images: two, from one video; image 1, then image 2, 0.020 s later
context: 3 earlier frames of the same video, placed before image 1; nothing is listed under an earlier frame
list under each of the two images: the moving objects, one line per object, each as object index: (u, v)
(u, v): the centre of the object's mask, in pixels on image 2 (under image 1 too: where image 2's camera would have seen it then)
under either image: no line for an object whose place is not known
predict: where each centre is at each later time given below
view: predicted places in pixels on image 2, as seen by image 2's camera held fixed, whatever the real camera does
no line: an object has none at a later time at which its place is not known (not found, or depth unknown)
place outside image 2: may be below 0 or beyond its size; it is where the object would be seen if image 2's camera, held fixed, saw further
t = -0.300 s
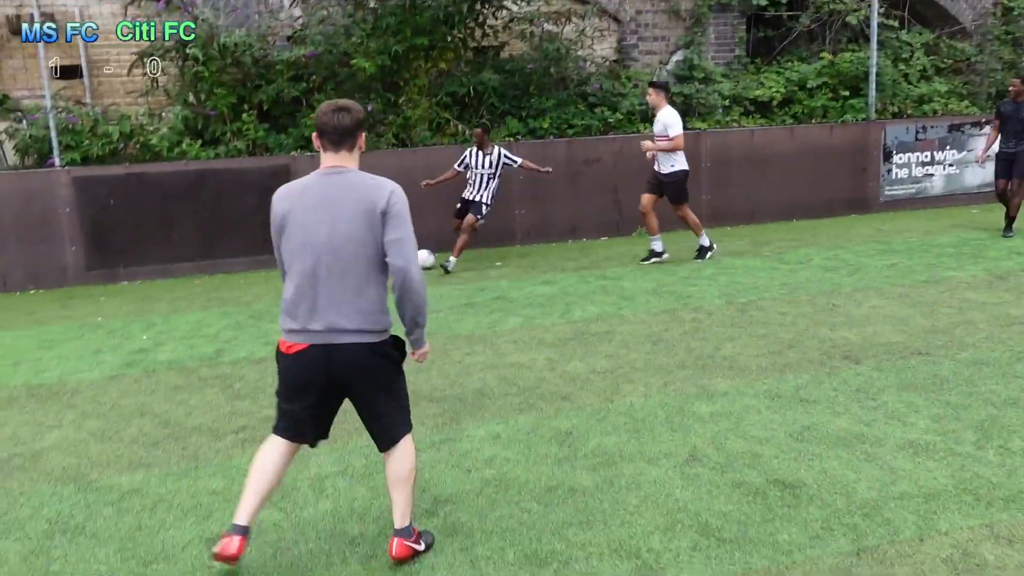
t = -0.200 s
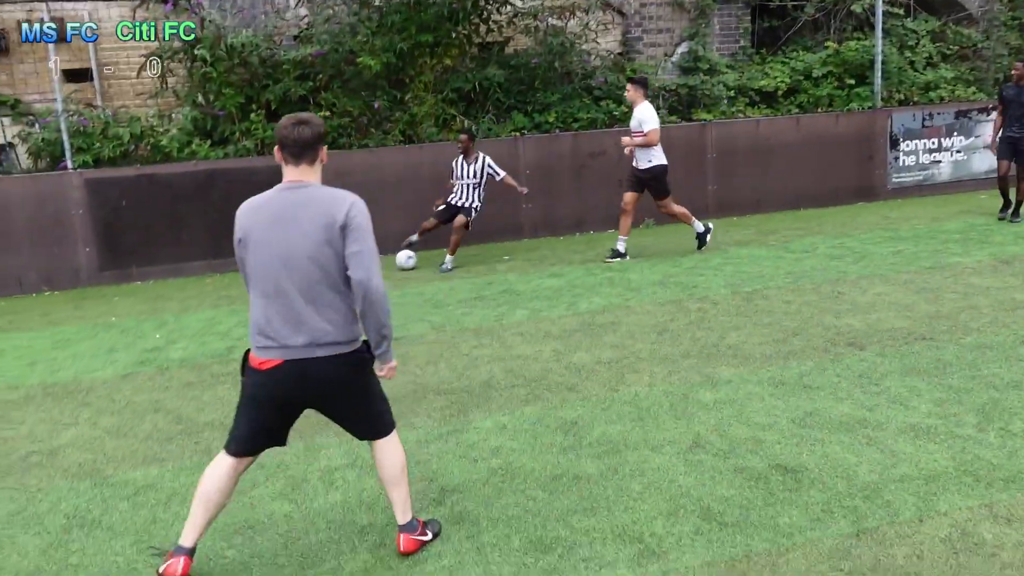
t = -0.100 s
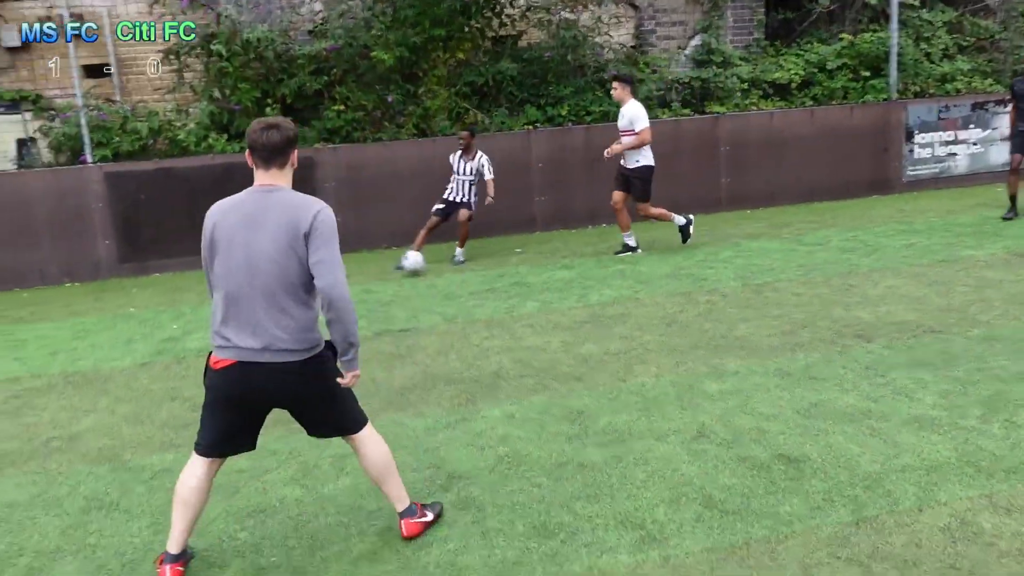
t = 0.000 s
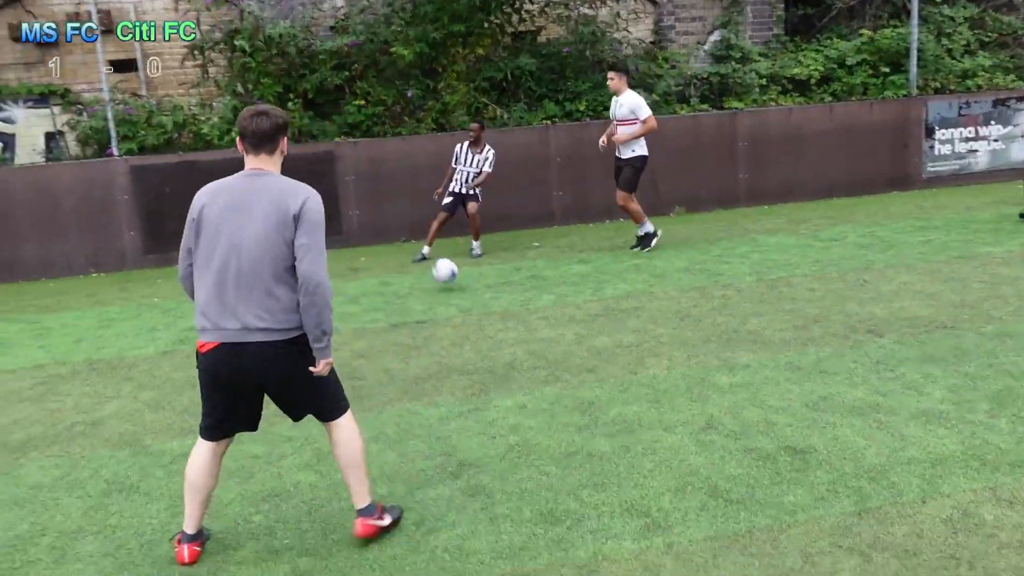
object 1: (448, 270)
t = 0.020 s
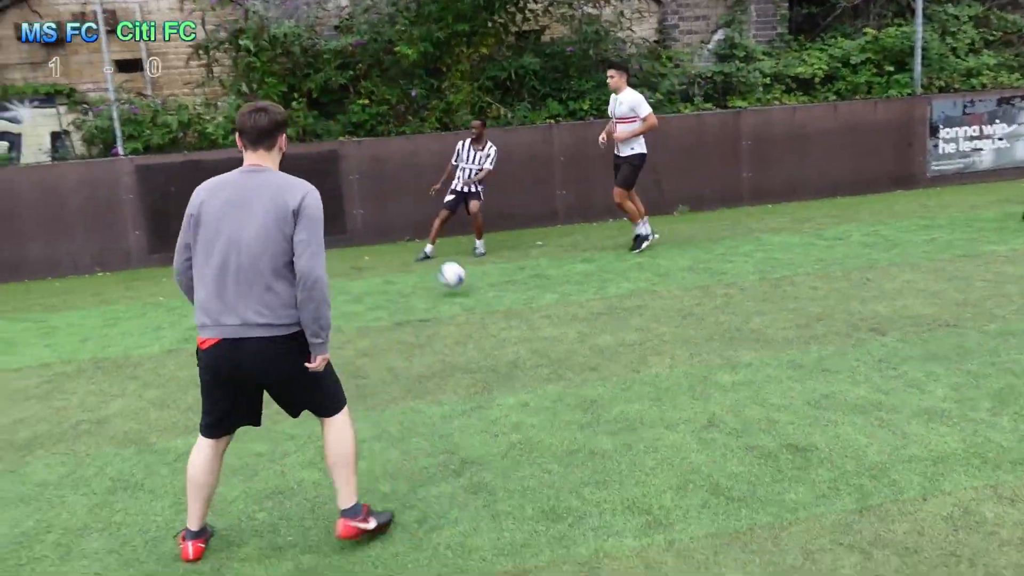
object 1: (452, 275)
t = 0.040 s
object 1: (456, 281)
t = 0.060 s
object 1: (460, 288)
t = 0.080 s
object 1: (464, 297)
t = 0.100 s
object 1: (469, 306)
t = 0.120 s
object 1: (473, 312)
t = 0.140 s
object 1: (477, 315)
